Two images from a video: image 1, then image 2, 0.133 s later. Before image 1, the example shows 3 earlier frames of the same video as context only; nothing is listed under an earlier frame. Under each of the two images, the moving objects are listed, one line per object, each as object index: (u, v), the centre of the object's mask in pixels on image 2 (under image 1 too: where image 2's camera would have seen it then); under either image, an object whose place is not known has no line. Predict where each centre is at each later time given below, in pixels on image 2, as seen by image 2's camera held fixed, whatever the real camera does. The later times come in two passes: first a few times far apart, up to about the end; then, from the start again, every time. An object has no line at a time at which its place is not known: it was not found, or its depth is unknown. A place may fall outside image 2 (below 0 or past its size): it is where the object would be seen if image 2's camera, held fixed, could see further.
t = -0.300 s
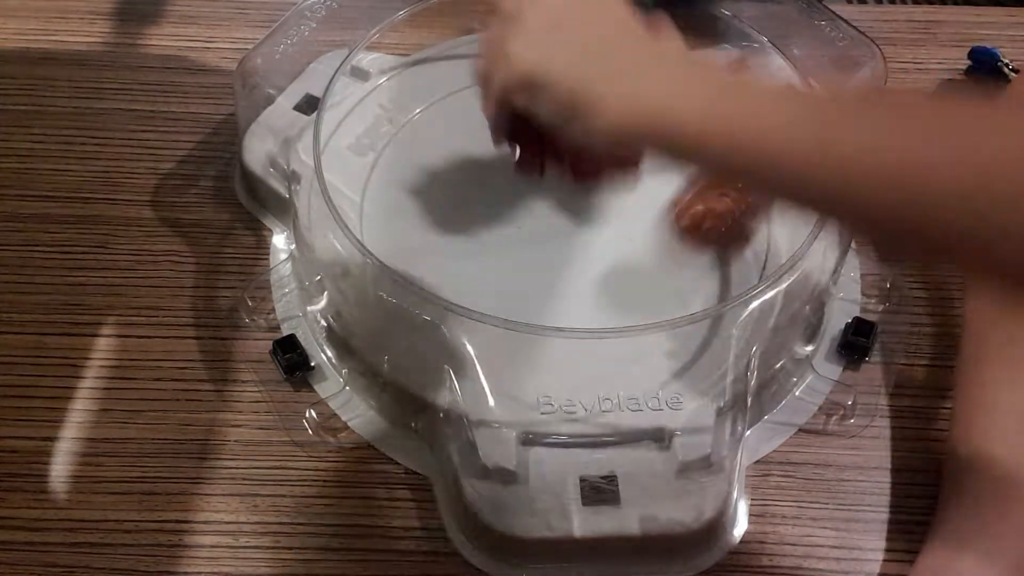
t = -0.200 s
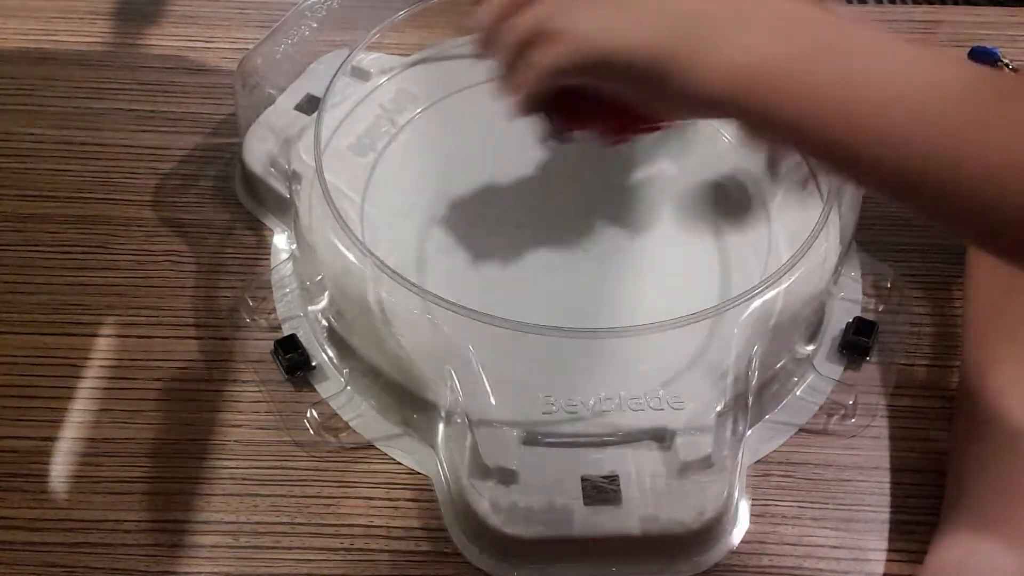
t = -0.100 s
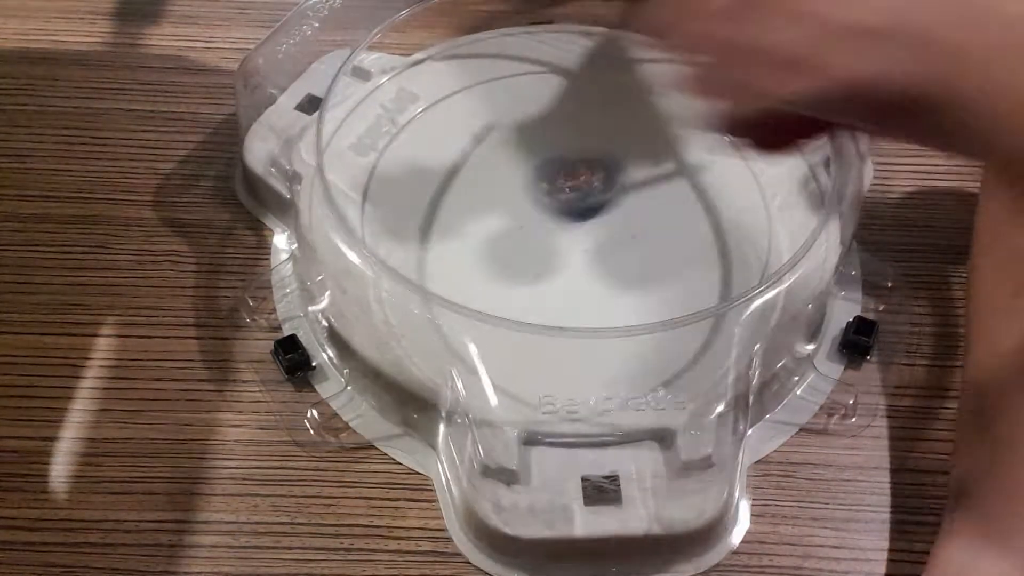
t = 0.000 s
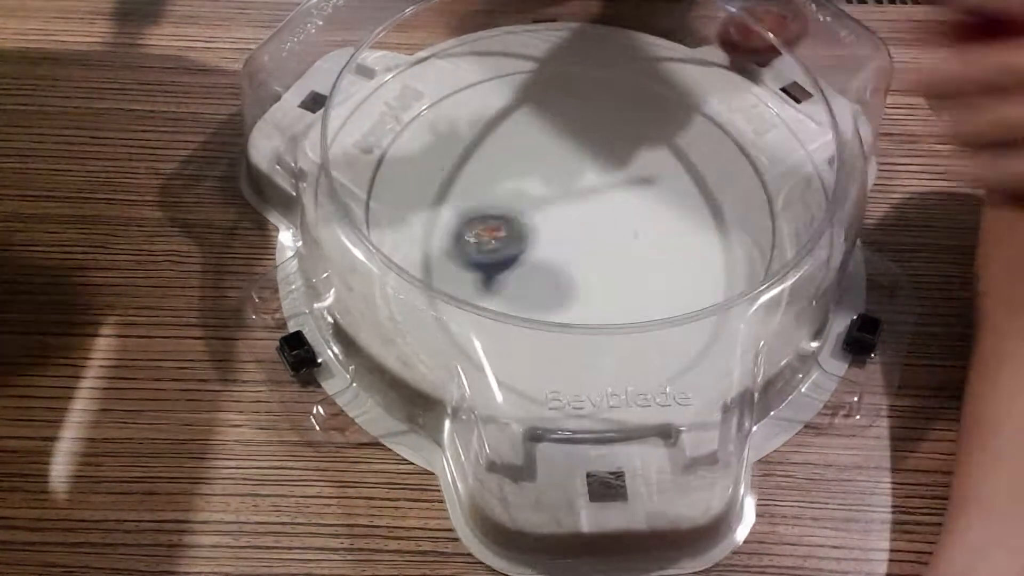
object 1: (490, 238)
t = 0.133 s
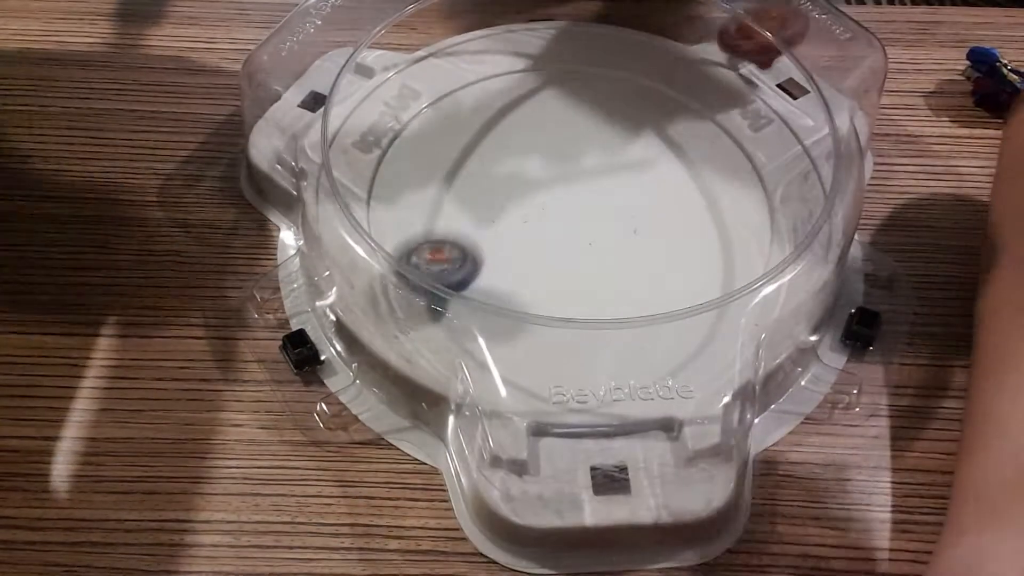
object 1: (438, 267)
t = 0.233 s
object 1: (452, 286)
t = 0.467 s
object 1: (569, 283)
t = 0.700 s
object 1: (574, 138)
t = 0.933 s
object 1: (468, 84)
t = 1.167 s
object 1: (444, 172)
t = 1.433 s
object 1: (649, 233)
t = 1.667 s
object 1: (742, 144)
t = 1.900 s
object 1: (618, 115)
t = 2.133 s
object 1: (482, 227)
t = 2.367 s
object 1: (548, 323)
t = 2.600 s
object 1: (644, 242)
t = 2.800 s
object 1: (569, 139)
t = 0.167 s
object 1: (438, 273)
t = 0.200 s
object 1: (443, 279)
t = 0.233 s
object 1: (452, 286)
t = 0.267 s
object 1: (464, 292)
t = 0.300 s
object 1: (475, 298)
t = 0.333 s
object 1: (489, 302)
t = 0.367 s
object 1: (507, 304)
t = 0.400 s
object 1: (528, 303)
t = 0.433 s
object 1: (549, 295)
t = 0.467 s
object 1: (569, 283)
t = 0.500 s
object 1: (585, 267)
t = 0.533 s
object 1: (596, 247)
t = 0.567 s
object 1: (600, 223)
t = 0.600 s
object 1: (599, 199)
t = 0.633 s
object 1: (593, 177)
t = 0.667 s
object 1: (585, 156)
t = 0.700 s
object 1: (574, 138)
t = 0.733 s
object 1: (560, 120)
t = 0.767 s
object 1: (545, 106)
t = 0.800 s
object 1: (530, 97)
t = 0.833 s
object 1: (515, 90)
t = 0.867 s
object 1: (498, 84)
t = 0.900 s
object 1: (482, 82)
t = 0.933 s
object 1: (468, 84)
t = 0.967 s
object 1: (454, 84)
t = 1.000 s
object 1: (440, 90)
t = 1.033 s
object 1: (432, 100)
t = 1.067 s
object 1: (427, 114)
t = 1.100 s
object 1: (427, 130)
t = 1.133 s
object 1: (433, 150)
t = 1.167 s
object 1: (444, 172)
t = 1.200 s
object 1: (461, 191)
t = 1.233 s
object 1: (483, 209)
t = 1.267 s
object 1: (508, 223)
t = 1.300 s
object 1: (537, 232)
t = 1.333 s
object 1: (568, 238)
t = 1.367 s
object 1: (598, 240)
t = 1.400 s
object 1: (625, 238)
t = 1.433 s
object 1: (649, 233)
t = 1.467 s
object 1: (671, 226)
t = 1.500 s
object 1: (691, 213)
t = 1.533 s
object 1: (712, 200)
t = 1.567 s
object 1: (729, 184)
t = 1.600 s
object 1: (738, 170)
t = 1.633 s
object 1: (743, 156)
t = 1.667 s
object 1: (742, 144)
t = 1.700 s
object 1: (736, 133)
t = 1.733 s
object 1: (726, 121)
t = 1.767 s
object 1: (709, 114)
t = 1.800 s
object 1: (690, 108)
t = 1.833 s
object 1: (666, 107)
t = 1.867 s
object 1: (643, 110)
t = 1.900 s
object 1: (618, 115)
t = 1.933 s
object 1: (593, 124)
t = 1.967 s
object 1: (567, 137)
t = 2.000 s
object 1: (545, 152)
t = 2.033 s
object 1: (524, 169)
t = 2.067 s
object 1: (506, 187)
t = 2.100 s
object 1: (492, 208)
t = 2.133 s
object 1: (482, 227)
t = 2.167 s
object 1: (478, 245)
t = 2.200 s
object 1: (479, 264)
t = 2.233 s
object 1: (485, 280)
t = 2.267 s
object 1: (495, 295)
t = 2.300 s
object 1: (509, 310)
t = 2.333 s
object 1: (526, 321)
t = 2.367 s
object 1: (548, 323)
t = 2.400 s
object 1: (571, 323)
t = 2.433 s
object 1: (593, 317)
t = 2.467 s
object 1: (613, 308)
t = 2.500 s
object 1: (628, 291)
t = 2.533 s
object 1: (641, 279)
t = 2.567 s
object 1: (645, 261)
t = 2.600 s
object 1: (644, 242)
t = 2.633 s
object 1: (638, 222)
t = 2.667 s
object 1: (630, 202)
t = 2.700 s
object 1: (618, 184)
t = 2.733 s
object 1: (603, 168)
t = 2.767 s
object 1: (586, 152)
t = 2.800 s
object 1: (569, 139)
